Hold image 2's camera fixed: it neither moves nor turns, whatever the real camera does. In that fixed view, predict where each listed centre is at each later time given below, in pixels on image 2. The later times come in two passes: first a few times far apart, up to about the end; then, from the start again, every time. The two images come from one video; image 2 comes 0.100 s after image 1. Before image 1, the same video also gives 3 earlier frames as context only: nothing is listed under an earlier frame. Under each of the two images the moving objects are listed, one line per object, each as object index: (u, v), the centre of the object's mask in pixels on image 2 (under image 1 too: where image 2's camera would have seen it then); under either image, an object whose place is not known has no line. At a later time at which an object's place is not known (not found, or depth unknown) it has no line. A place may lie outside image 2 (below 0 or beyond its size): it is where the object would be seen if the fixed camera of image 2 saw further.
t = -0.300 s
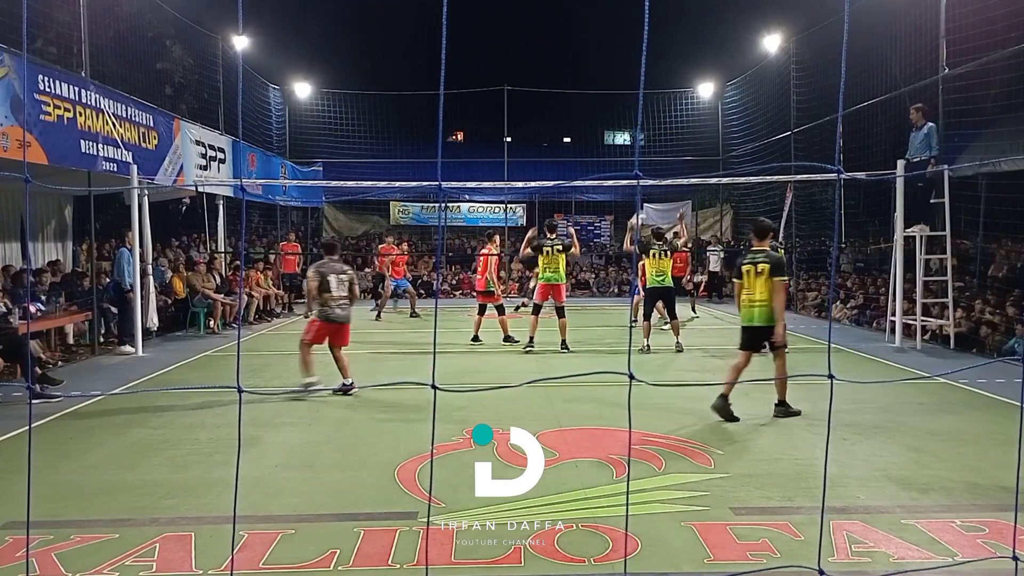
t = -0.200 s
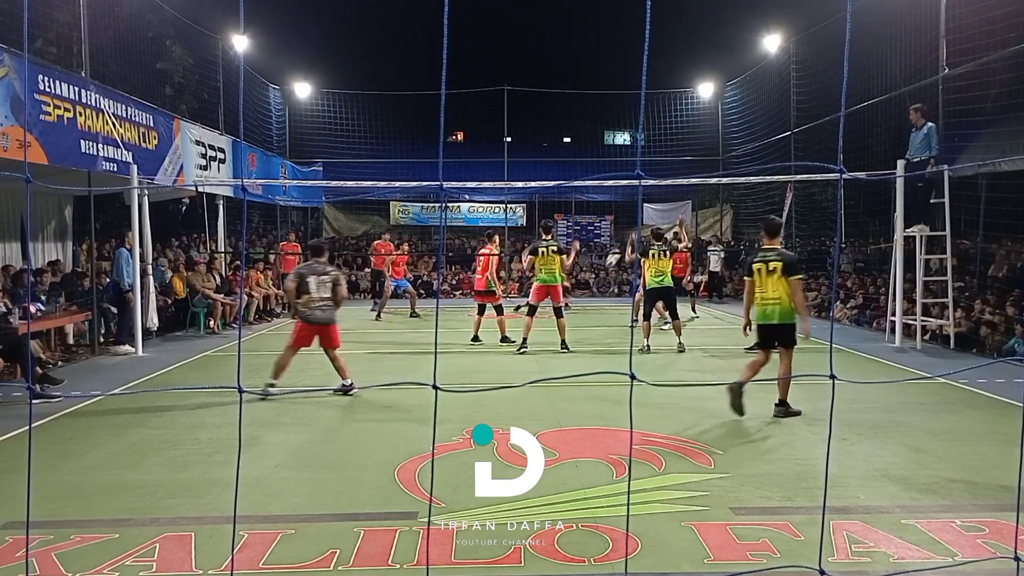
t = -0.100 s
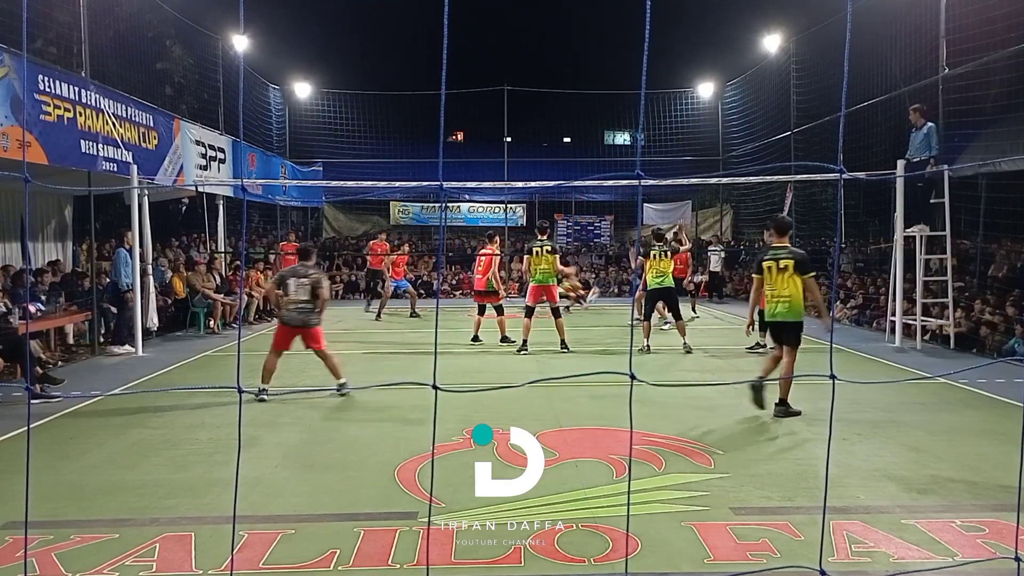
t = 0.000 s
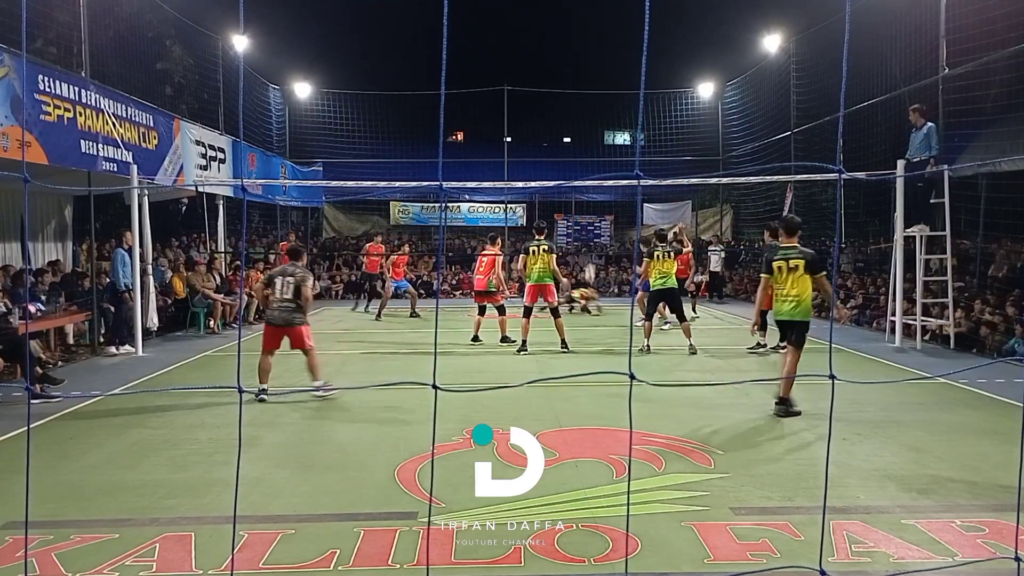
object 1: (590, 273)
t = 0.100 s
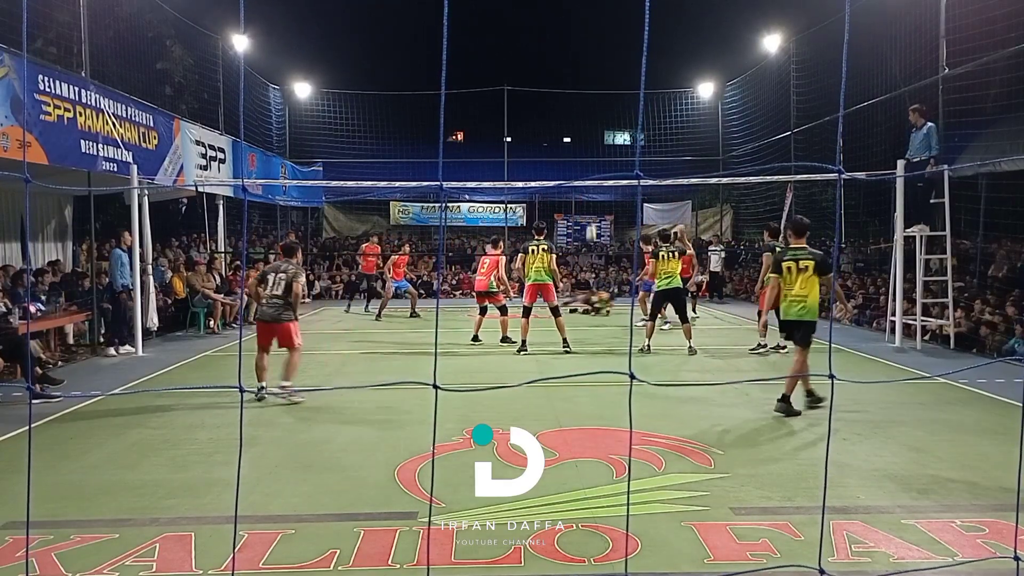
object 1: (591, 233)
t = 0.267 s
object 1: (592, 170)
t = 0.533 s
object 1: (590, 90)
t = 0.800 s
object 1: (585, 39)
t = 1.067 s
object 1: (577, 26)
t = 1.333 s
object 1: (566, 60)
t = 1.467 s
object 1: (559, 99)
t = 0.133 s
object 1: (592, 219)
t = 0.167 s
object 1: (592, 207)
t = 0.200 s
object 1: (591, 195)
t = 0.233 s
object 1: (592, 183)
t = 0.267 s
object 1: (592, 170)
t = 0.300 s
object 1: (592, 160)
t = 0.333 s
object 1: (592, 148)
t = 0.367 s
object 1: (591, 138)
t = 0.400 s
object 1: (591, 127)
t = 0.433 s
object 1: (591, 118)
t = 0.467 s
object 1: (591, 108)
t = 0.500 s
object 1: (590, 99)
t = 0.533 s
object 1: (590, 90)
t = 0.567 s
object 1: (589, 82)
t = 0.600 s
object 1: (589, 75)
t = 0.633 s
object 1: (589, 67)
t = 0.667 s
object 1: (587, 61)
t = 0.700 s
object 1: (587, 55)
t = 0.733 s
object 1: (586, 49)
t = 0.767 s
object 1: (586, 44)
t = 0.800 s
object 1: (585, 39)
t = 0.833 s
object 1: (584, 35)
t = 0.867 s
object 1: (583, 32)
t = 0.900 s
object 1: (582, 29)
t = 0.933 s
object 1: (581, 27)
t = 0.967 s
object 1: (580, 26)
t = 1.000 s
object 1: (579, 25)
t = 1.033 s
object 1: (578, 25)
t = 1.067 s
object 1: (577, 26)
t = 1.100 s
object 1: (576, 27)
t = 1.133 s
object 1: (575, 30)
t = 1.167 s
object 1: (573, 33)
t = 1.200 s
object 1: (572, 36)
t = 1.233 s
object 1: (570, 41)
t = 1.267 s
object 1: (569, 47)
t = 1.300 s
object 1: (568, 53)
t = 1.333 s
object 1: (566, 60)
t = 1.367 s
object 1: (565, 68)
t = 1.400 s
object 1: (563, 77)
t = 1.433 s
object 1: (561, 87)
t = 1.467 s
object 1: (559, 99)
